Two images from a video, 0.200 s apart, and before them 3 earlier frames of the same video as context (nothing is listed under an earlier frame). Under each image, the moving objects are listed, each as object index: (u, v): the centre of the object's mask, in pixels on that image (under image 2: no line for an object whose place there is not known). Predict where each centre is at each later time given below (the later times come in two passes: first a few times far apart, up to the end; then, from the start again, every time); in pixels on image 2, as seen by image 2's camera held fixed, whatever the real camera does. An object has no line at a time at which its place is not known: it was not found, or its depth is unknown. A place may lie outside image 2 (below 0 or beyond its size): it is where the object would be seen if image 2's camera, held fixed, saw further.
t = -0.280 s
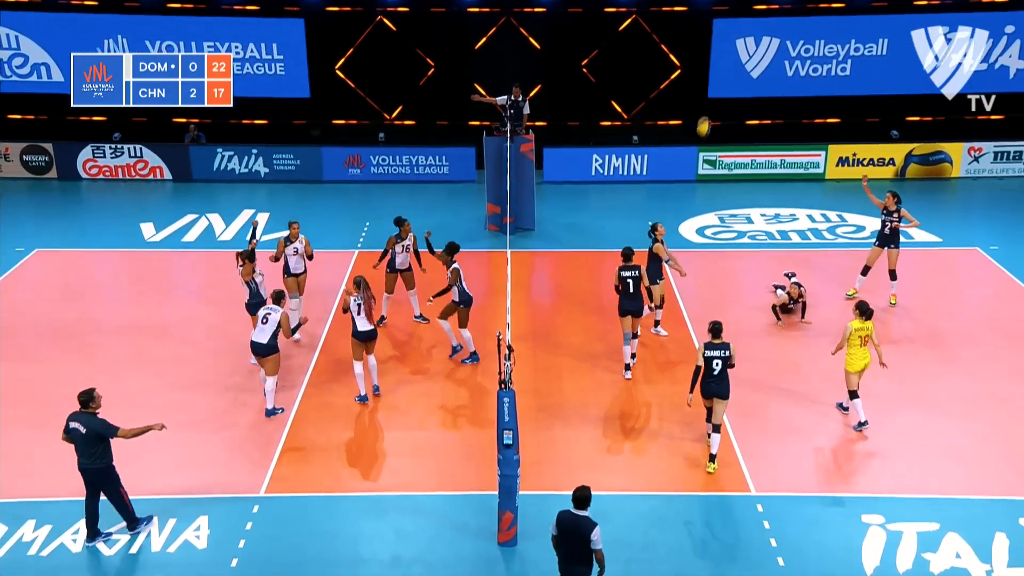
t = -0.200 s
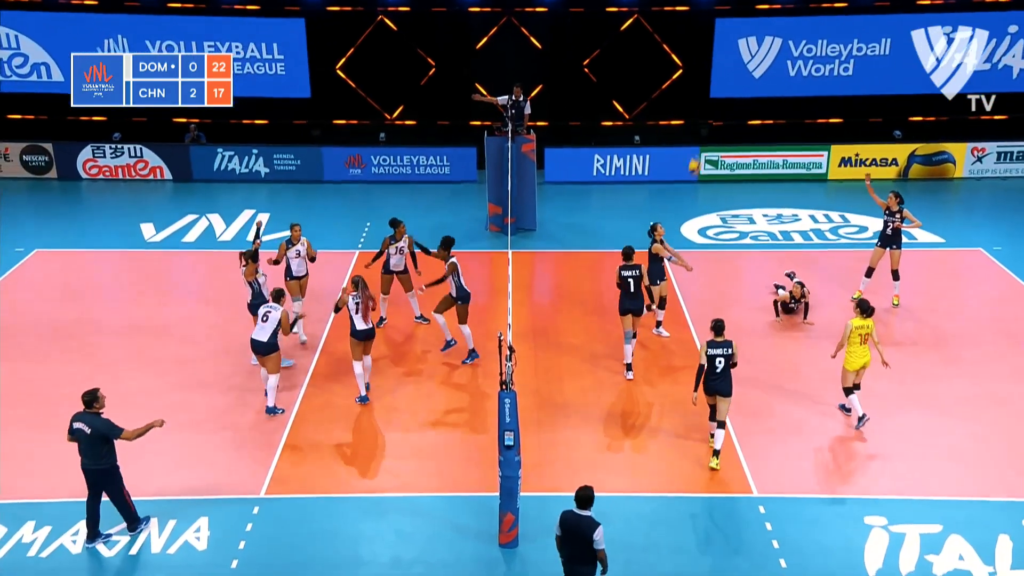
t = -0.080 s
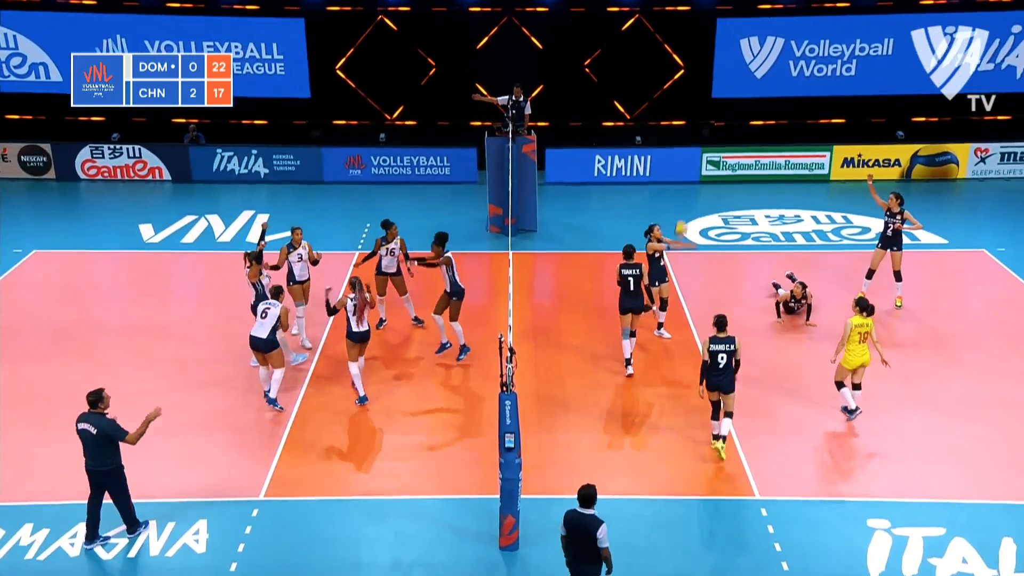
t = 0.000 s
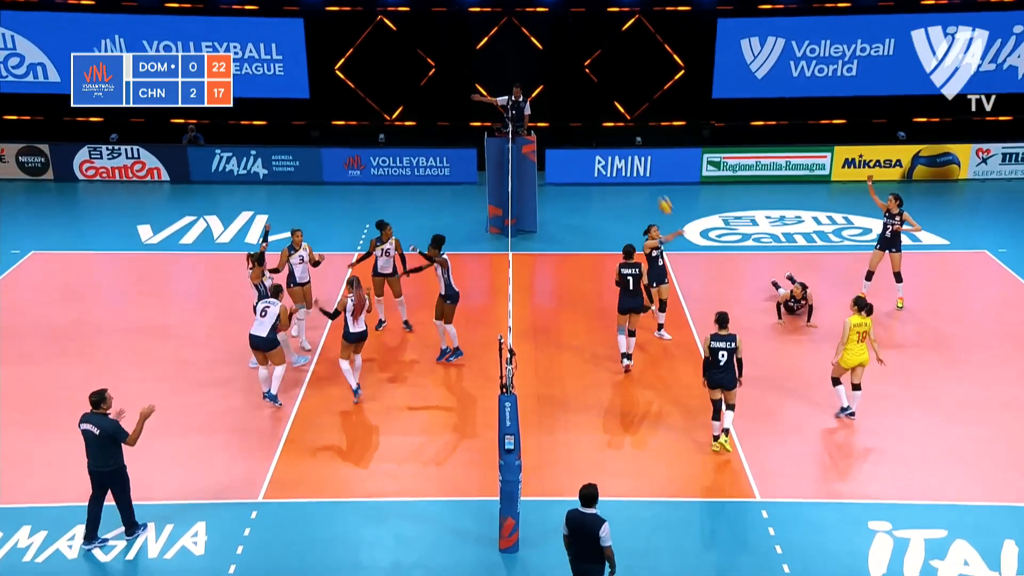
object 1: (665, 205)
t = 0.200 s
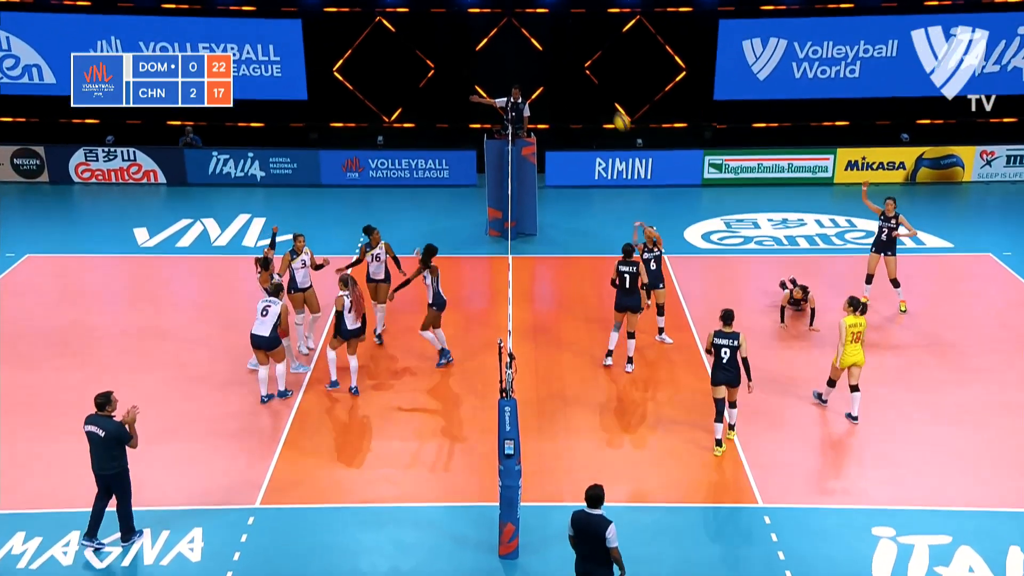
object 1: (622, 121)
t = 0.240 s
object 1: (612, 107)
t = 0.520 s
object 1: (548, 35)
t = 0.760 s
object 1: (491, 15)
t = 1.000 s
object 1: (436, 37)
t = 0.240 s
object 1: (612, 107)
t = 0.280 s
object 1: (603, 94)
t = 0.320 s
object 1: (594, 81)
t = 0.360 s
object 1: (585, 69)
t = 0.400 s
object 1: (575, 59)
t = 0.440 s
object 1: (566, 50)
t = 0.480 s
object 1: (557, 42)
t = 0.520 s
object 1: (548, 35)
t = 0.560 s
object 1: (538, 29)
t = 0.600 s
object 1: (529, 24)
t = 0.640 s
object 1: (519, 20)
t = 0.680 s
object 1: (510, 17)
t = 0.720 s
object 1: (500, 15)
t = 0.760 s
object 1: (491, 15)
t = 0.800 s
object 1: (482, 16)
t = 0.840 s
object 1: (472, 18)
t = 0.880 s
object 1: (463, 21)
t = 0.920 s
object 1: (454, 25)
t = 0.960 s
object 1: (445, 31)
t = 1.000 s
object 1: (436, 37)
